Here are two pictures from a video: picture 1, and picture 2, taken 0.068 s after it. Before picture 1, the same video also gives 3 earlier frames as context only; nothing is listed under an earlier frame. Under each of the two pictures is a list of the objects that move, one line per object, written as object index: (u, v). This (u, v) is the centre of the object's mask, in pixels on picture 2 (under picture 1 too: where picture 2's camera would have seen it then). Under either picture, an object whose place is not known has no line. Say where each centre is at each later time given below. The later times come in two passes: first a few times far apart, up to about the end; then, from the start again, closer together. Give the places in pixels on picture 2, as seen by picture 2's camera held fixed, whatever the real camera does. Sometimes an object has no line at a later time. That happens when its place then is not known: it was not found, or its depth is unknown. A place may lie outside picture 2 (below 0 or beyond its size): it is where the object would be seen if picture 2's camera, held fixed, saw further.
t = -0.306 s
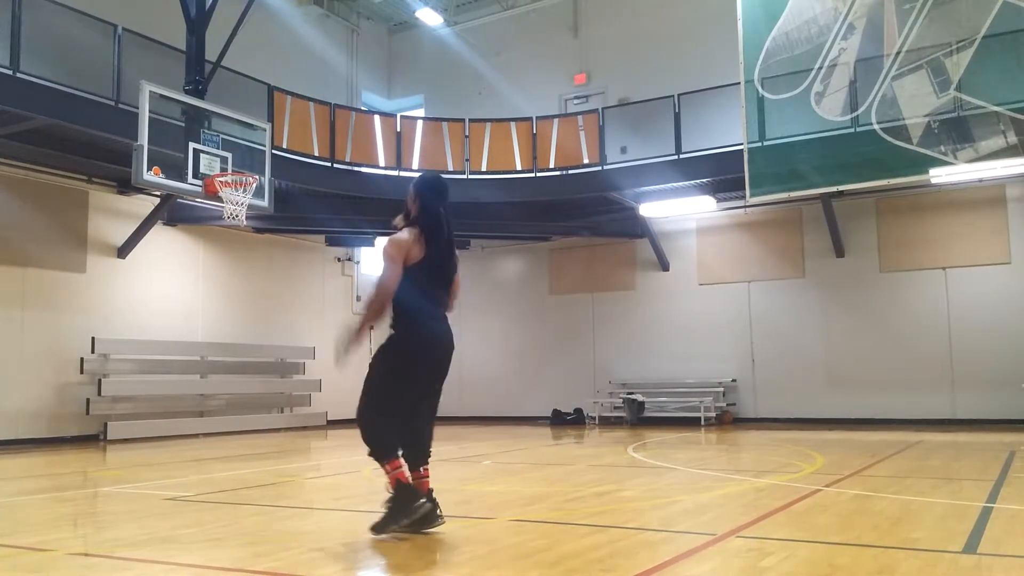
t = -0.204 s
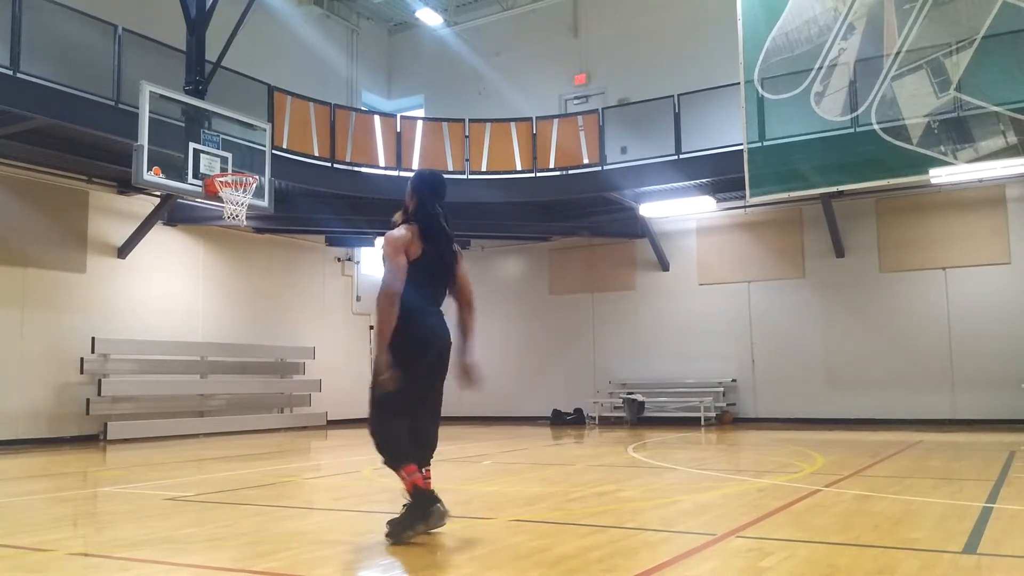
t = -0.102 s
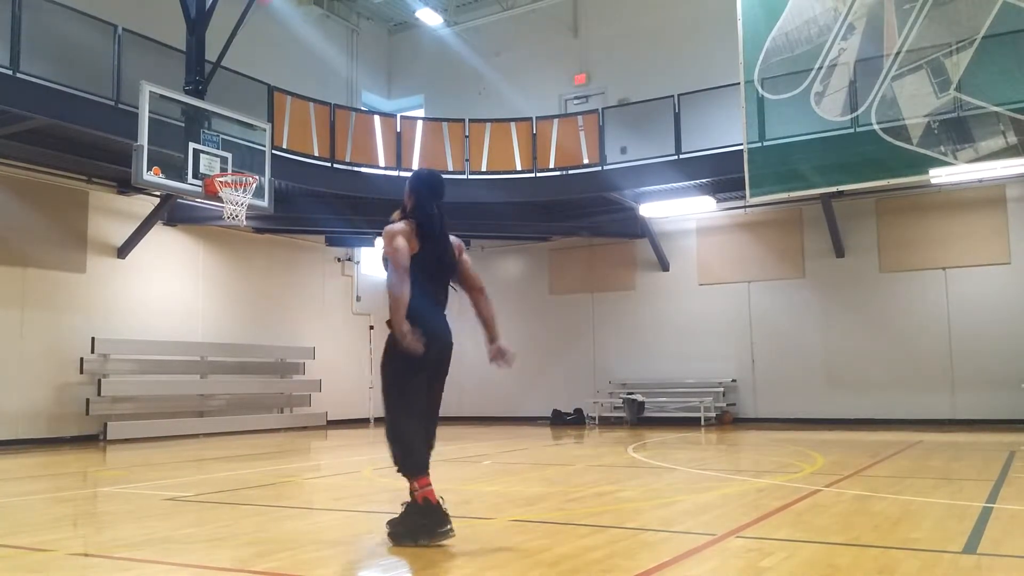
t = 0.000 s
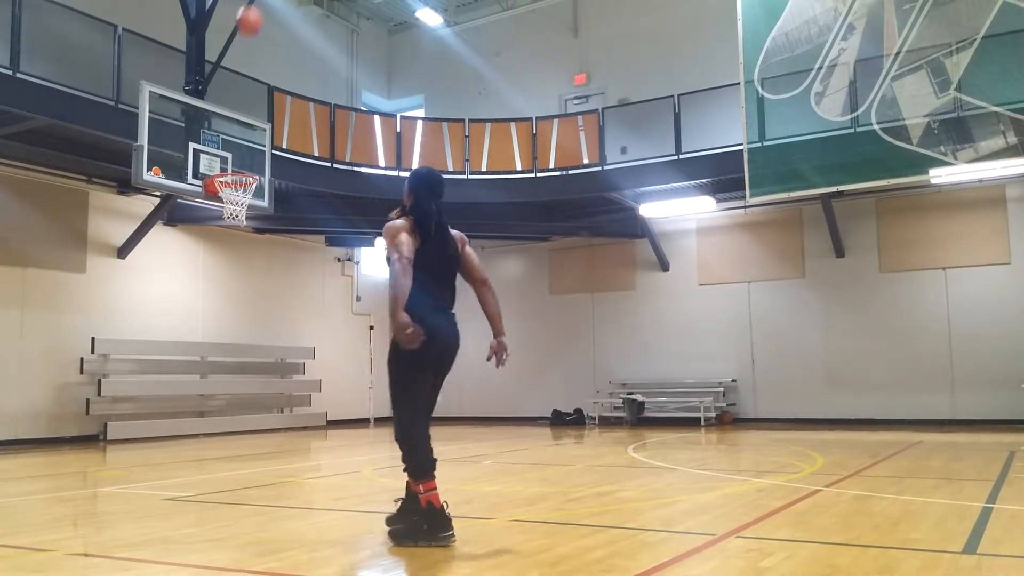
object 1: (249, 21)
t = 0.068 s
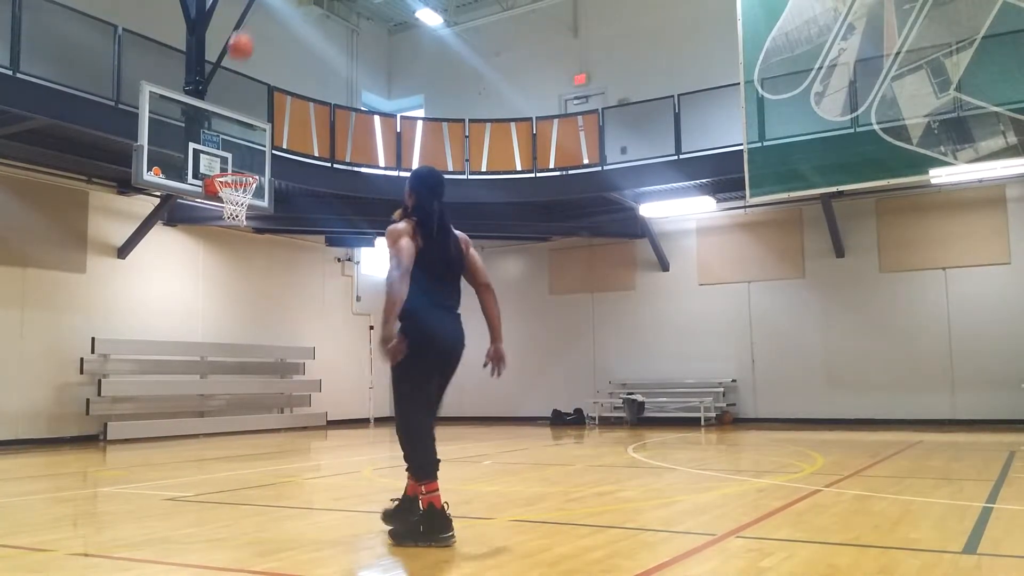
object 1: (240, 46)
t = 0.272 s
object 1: (219, 133)
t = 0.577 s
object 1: (234, 115)
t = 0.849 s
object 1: (266, 108)
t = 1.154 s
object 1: (303, 179)
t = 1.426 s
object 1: (341, 328)
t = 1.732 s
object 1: (359, 361)
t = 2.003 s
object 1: (349, 257)
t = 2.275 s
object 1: (339, 227)
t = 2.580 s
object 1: (328, 279)
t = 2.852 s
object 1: (318, 405)
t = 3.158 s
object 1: (316, 356)
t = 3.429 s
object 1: (318, 314)
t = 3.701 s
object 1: (319, 344)
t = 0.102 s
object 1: (237, 59)
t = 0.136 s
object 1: (232, 73)
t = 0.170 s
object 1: (228, 87)
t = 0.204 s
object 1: (225, 101)
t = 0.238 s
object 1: (221, 118)
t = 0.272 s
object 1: (219, 133)
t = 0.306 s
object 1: (215, 148)
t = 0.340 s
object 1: (211, 165)
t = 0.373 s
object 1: (211, 162)
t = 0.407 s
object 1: (215, 150)
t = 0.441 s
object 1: (219, 142)
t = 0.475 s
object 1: (222, 135)
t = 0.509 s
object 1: (227, 126)
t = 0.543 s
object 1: (230, 121)
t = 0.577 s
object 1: (234, 115)
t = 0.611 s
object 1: (238, 111)
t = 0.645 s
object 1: (242, 107)
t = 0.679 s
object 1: (246, 105)
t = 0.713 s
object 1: (250, 104)
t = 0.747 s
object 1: (253, 104)
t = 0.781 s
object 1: (258, 104)
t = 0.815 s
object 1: (262, 105)
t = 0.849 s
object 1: (266, 108)
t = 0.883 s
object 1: (270, 111)
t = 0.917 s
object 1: (274, 115)
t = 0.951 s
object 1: (278, 121)
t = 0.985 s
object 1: (282, 128)
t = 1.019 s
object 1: (286, 137)
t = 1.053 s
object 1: (291, 144)
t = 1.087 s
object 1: (295, 156)
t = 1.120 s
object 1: (299, 168)
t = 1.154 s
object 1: (303, 179)
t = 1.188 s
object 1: (308, 194)
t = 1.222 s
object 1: (313, 208)
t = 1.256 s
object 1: (318, 222)
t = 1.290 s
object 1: (322, 241)
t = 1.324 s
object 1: (327, 262)
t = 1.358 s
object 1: (331, 284)
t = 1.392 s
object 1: (336, 305)
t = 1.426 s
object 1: (341, 328)
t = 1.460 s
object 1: (346, 354)
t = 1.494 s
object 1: (351, 378)
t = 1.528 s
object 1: (357, 405)
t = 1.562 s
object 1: (362, 434)
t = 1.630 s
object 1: (363, 419)
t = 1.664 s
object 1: (362, 399)
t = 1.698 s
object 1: (360, 379)
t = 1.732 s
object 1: (359, 361)
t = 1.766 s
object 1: (358, 344)
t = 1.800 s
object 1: (357, 328)
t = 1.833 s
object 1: (356, 315)
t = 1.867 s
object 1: (355, 301)
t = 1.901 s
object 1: (353, 288)
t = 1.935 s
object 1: (351, 275)
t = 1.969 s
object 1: (350, 266)
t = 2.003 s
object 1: (349, 257)
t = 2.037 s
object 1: (348, 250)
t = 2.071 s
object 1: (347, 243)
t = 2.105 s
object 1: (345, 237)
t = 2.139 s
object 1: (344, 233)
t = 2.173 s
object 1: (343, 230)
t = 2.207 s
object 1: (342, 228)
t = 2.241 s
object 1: (341, 227)
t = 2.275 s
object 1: (339, 227)
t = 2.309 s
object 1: (338, 228)
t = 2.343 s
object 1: (337, 230)
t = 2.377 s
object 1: (336, 233)
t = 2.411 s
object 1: (334, 238)
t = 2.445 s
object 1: (333, 243)
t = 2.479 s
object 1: (331, 250)
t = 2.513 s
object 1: (330, 259)
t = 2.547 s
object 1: (329, 268)
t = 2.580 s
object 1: (328, 279)
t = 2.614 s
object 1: (326, 290)
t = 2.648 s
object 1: (325, 302)
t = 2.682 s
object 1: (324, 316)
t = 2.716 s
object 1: (322, 331)
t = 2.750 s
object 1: (321, 347)
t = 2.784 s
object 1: (320, 366)
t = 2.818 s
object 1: (318, 383)
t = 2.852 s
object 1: (318, 405)
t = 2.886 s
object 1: (315, 424)
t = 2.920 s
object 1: (313, 446)
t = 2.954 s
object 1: (314, 435)
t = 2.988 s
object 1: (315, 419)
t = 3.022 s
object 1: (315, 404)
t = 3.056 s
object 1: (315, 390)
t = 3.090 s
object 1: (316, 378)
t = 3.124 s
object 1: (316, 367)
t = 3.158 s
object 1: (316, 356)
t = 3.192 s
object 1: (316, 347)
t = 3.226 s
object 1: (317, 339)
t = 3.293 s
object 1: (317, 326)
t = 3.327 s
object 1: (317, 321)
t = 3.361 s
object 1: (317, 317)
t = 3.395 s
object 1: (318, 315)
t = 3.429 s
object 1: (318, 314)
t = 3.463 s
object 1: (318, 313)
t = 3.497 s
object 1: (318, 314)
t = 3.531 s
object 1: (318, 316)
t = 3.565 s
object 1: (318, 319)
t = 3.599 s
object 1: (318, 324)
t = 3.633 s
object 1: (318, 329)
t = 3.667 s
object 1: (319, 335)
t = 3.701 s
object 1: (319, 344)
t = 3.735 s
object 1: (319, 353)
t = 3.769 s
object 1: (319, 363)
